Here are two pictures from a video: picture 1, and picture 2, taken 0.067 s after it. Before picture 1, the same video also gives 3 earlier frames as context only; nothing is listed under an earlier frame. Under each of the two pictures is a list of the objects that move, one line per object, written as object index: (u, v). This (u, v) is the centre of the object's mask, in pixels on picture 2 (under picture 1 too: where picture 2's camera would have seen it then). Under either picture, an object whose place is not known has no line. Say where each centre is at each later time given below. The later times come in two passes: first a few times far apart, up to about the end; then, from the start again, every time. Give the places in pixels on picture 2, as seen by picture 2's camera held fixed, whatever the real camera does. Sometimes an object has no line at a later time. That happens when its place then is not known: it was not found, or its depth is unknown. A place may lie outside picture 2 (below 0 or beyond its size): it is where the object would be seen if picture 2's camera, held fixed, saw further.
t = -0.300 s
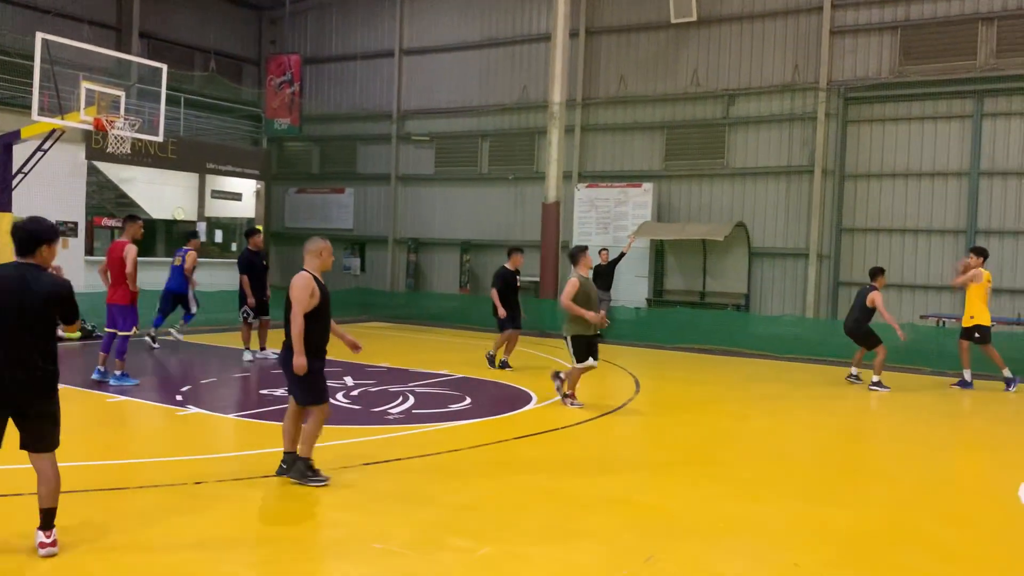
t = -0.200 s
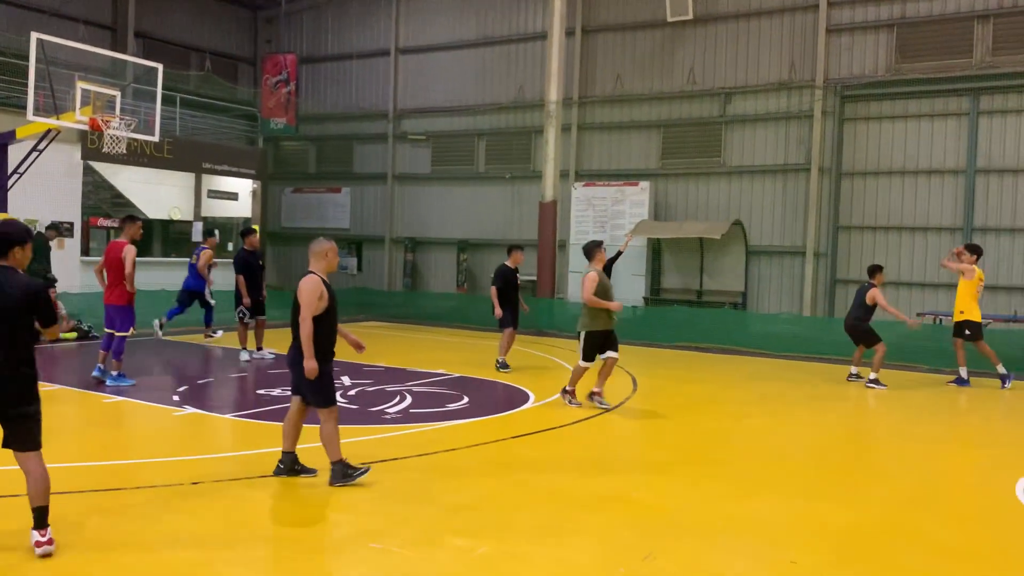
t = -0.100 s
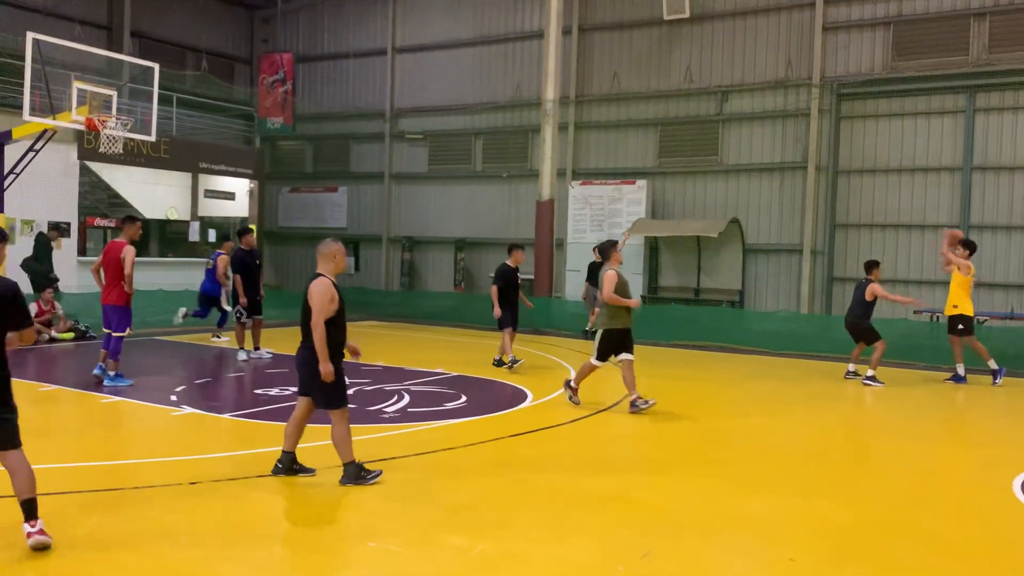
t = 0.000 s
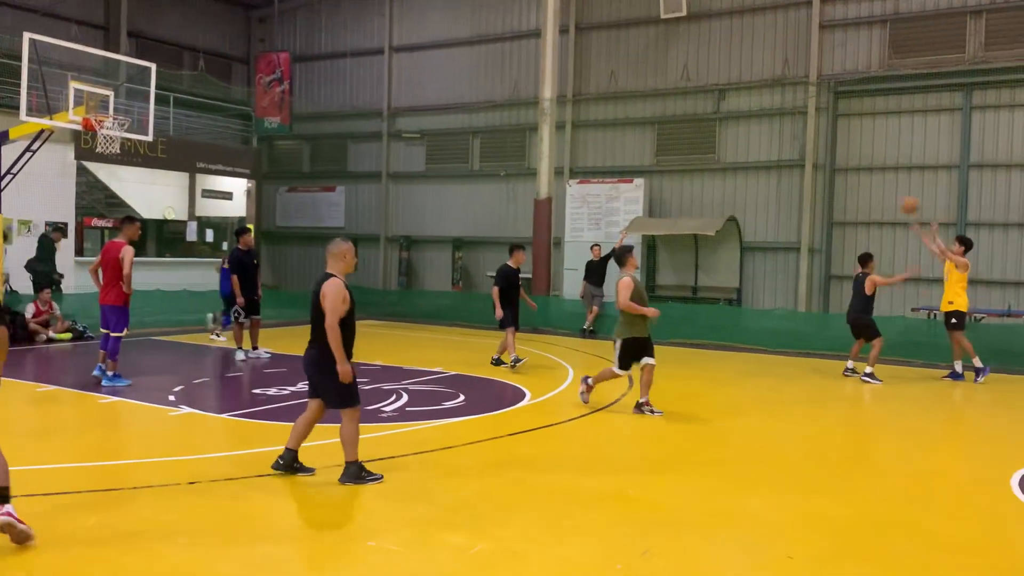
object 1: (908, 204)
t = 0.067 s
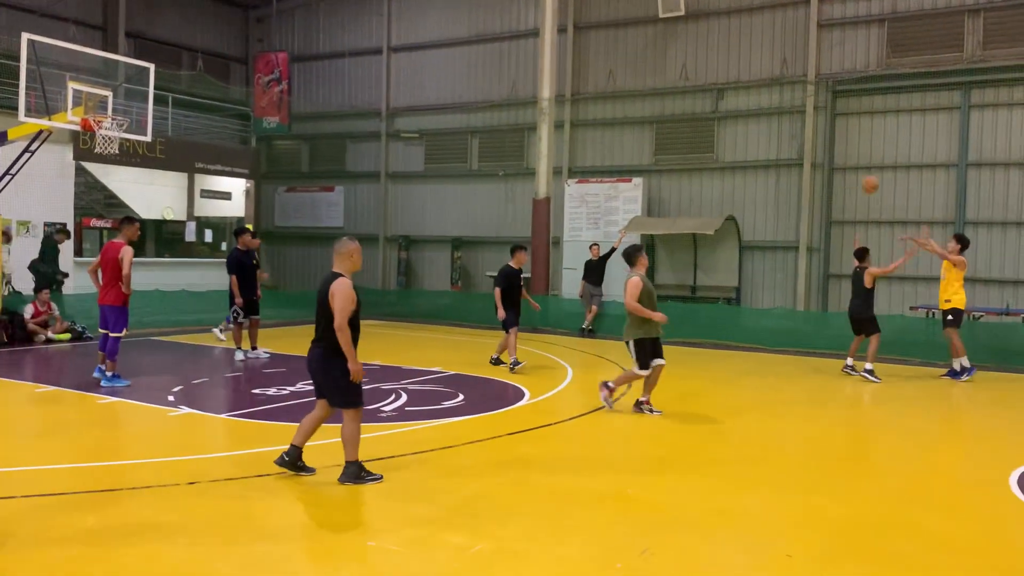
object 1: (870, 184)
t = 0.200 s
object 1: (797, 156)
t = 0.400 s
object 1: (698, 138)
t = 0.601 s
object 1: (609, 146)
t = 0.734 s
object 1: (555, 163)
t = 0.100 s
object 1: (851, 176)
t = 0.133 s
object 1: (833, 167)
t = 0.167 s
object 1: (815, 163)
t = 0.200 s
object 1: (797, 156)
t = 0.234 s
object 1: (779, 150)
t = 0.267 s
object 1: (763, 147)
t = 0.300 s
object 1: (745, 144)
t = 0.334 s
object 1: (729, 142)
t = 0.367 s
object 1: (713, 139)
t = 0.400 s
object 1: (698, 138)
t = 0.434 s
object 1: (682, 137)
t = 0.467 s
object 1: (667, 138)
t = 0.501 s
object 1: (653, 139)
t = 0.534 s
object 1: (637, 141)
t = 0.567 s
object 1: (623, 144)
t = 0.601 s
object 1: (609, 146)
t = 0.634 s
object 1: (595, 150)
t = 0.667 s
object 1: (581, 154)
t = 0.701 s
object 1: (569, 159)
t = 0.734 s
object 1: (555, 163)
